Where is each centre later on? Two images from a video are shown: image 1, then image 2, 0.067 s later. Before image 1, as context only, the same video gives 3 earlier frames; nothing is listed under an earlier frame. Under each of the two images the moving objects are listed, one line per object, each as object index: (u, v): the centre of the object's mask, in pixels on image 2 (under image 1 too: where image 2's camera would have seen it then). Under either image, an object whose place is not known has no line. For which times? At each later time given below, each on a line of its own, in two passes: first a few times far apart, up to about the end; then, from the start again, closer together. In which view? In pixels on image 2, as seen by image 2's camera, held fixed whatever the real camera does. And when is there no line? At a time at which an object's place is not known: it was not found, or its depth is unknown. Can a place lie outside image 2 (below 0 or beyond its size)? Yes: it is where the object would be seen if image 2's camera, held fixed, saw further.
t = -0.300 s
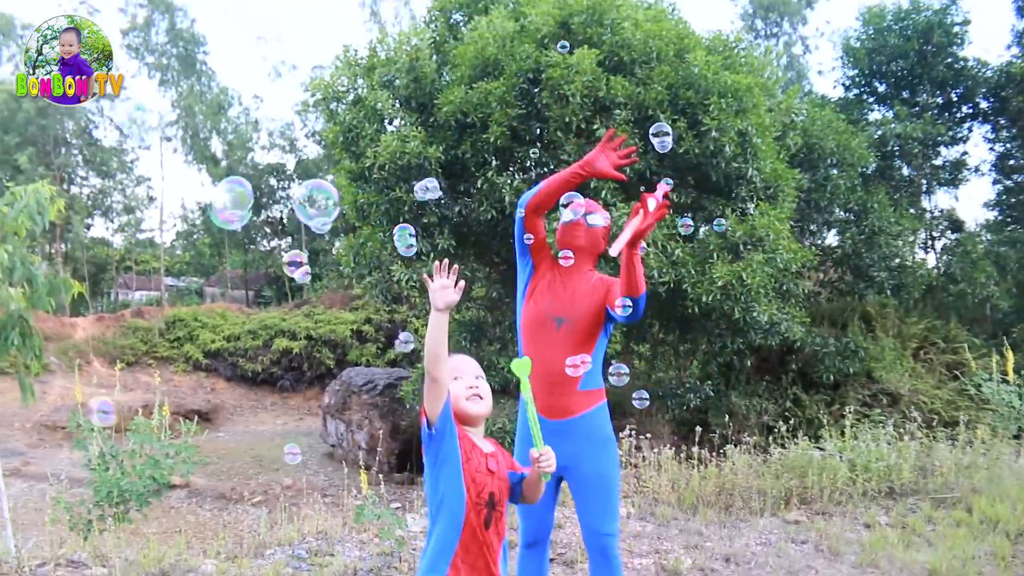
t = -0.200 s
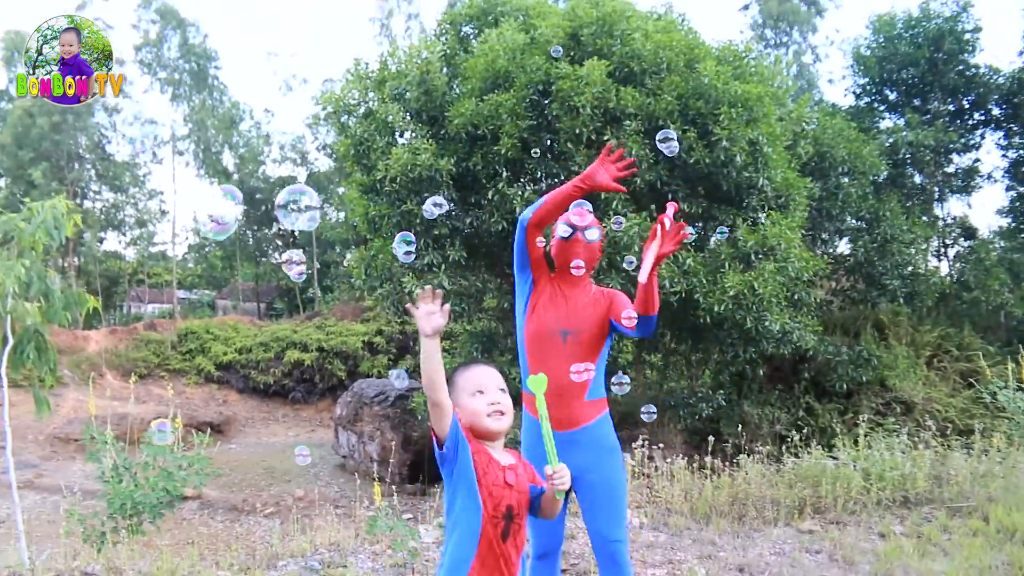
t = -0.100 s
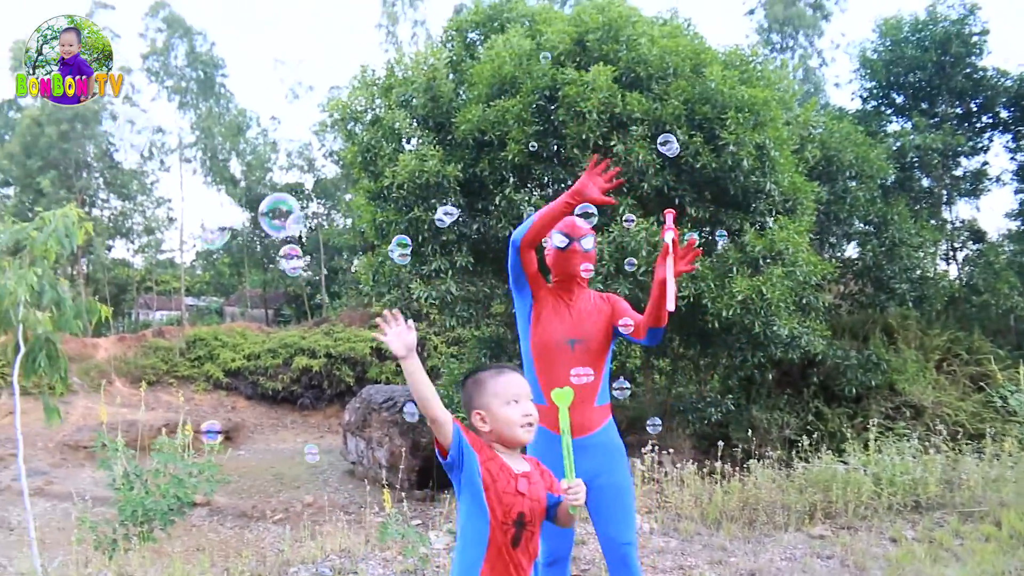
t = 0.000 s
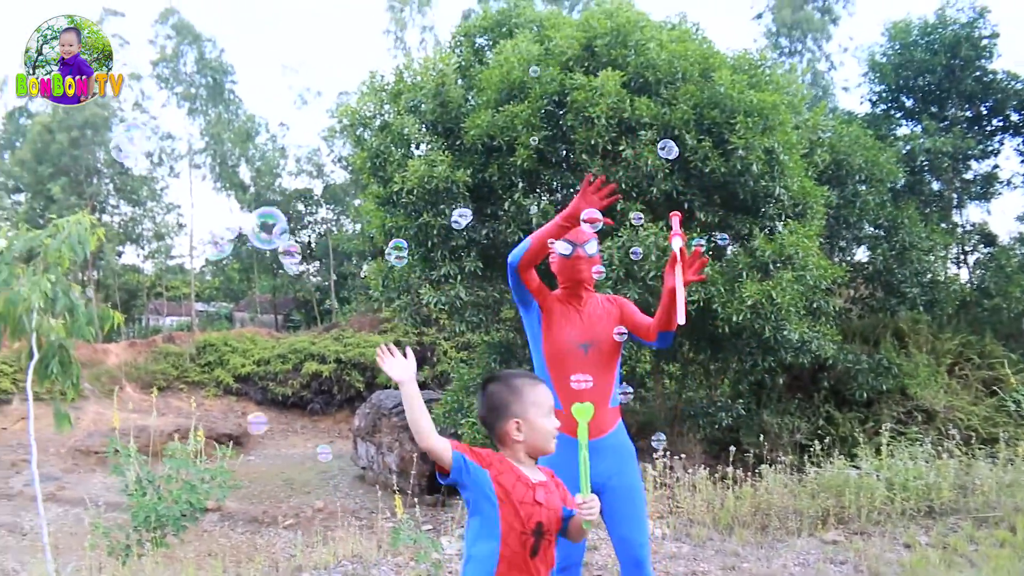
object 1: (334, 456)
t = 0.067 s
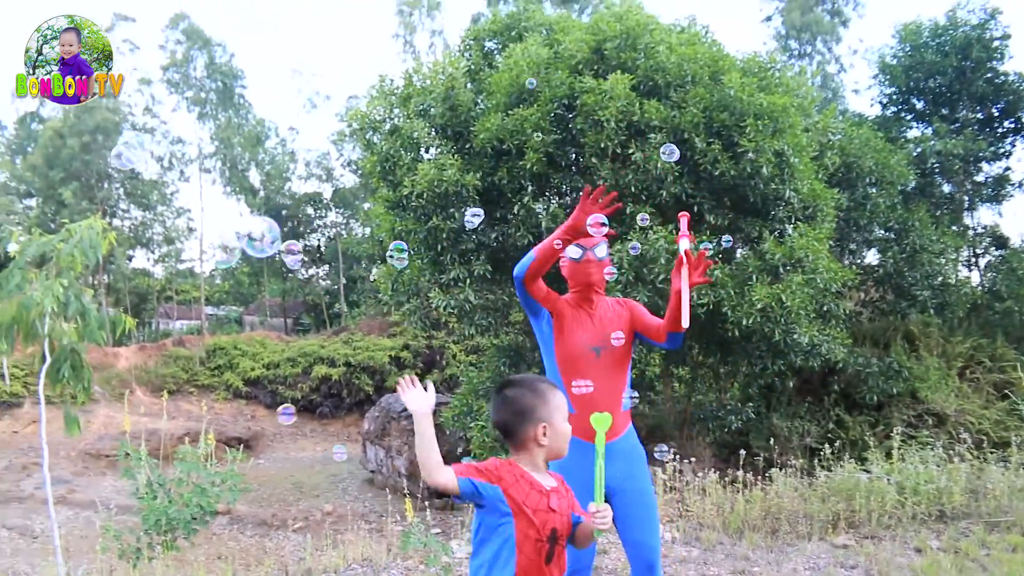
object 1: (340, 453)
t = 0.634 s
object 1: (388, 400)
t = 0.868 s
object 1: (403, 394)
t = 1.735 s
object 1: (416, 384)
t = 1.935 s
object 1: (413, 380)
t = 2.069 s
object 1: (410, 378)
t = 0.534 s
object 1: (381, 407)
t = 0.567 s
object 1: (383, 405)
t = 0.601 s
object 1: (385, 402)
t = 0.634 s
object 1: (388, 400)
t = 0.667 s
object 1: (389, 399)
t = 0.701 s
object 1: (391, 398)
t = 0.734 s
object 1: (393, 397)
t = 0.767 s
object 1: (397, 396)
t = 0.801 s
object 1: (399, 395)
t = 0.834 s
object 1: (402, 394)
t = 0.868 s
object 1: (403, 394)
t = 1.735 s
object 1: (416, 384)
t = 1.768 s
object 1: (416, 384)
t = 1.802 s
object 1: (415, 383)
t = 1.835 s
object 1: (415, 383)
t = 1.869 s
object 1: (414, 382)
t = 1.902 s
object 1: (413, 381)
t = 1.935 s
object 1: (413, 380)
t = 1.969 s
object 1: (413, 380)
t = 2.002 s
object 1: (412, 379)
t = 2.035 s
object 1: (411, 378)
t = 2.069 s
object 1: (410, 378)
